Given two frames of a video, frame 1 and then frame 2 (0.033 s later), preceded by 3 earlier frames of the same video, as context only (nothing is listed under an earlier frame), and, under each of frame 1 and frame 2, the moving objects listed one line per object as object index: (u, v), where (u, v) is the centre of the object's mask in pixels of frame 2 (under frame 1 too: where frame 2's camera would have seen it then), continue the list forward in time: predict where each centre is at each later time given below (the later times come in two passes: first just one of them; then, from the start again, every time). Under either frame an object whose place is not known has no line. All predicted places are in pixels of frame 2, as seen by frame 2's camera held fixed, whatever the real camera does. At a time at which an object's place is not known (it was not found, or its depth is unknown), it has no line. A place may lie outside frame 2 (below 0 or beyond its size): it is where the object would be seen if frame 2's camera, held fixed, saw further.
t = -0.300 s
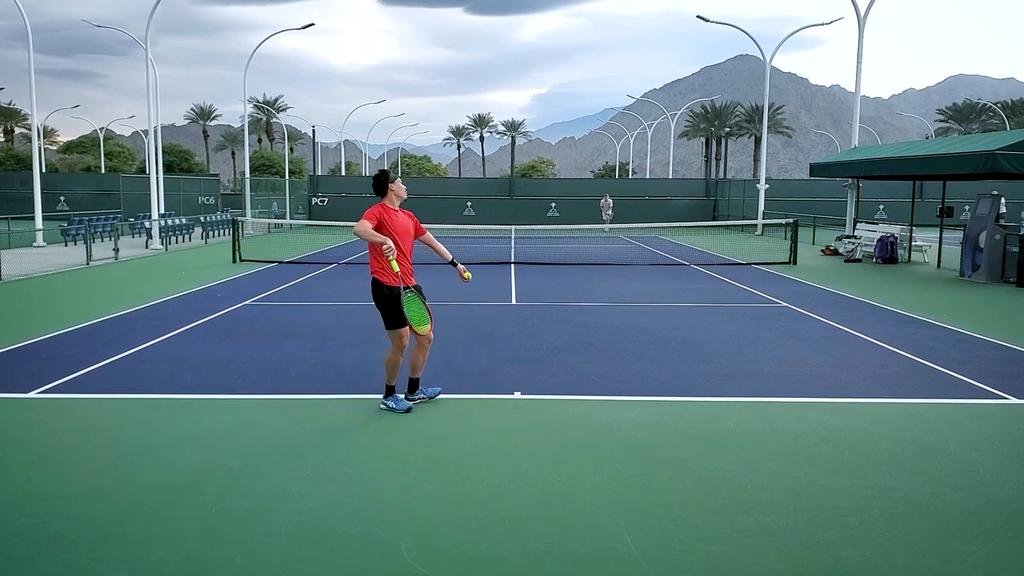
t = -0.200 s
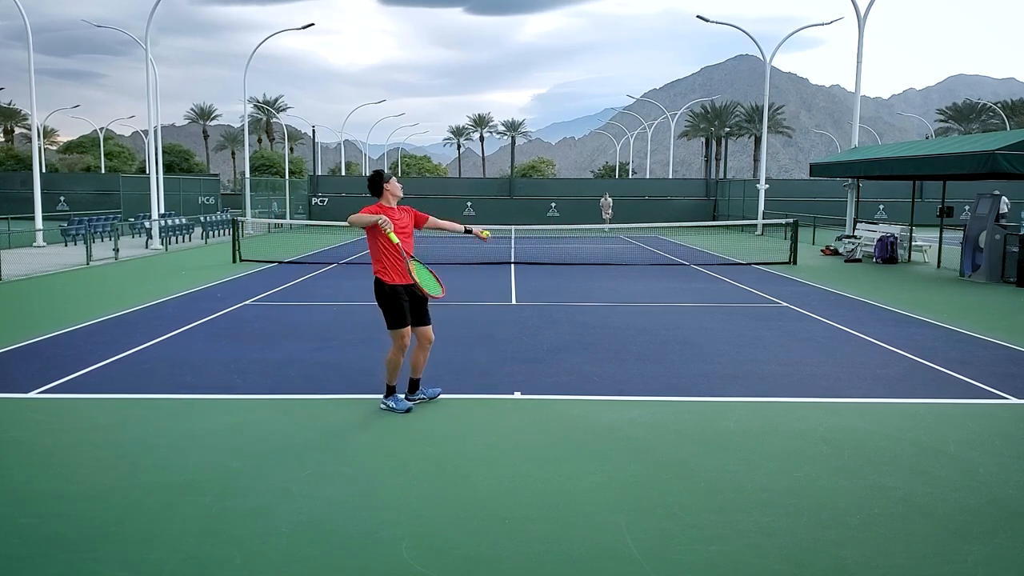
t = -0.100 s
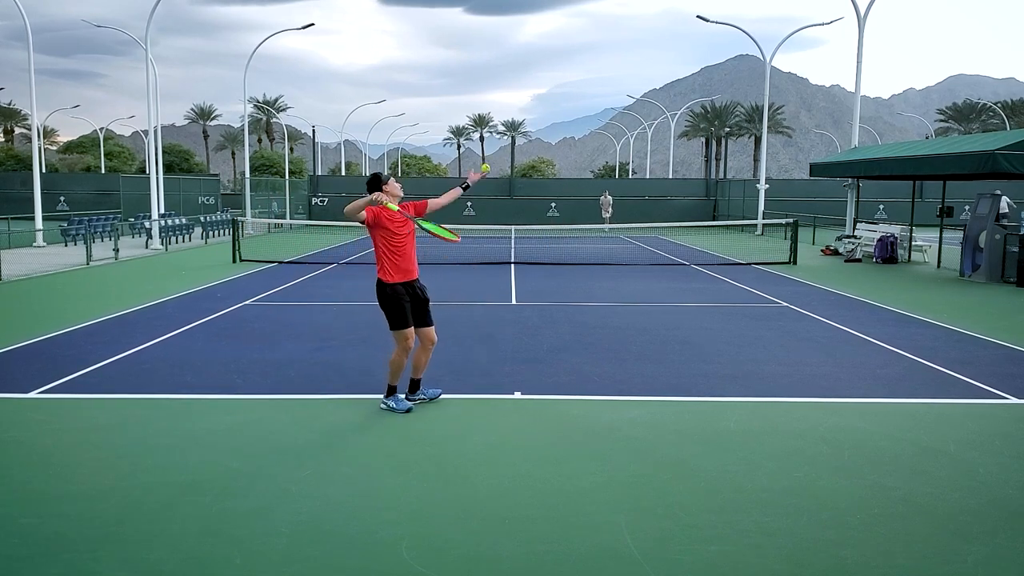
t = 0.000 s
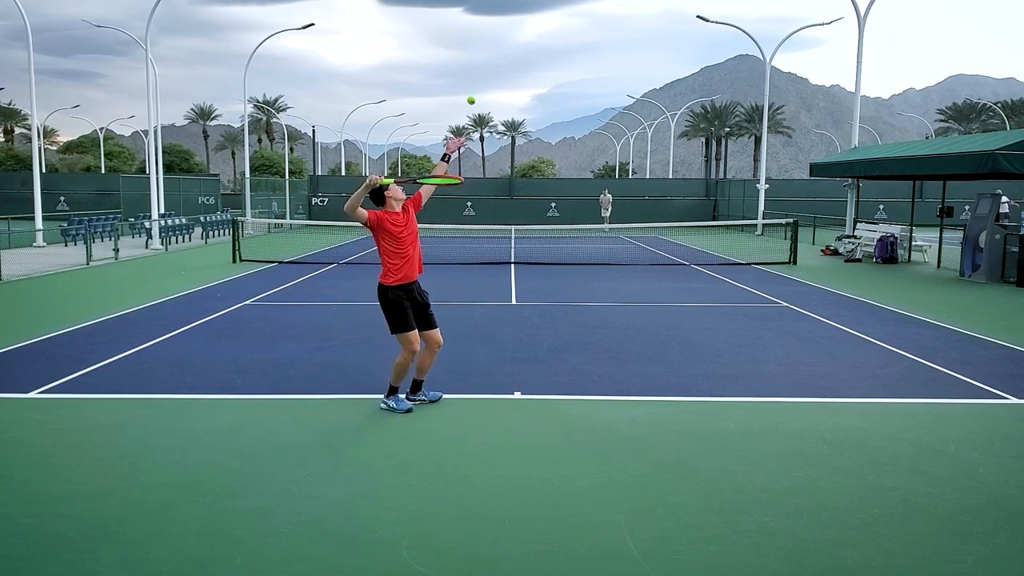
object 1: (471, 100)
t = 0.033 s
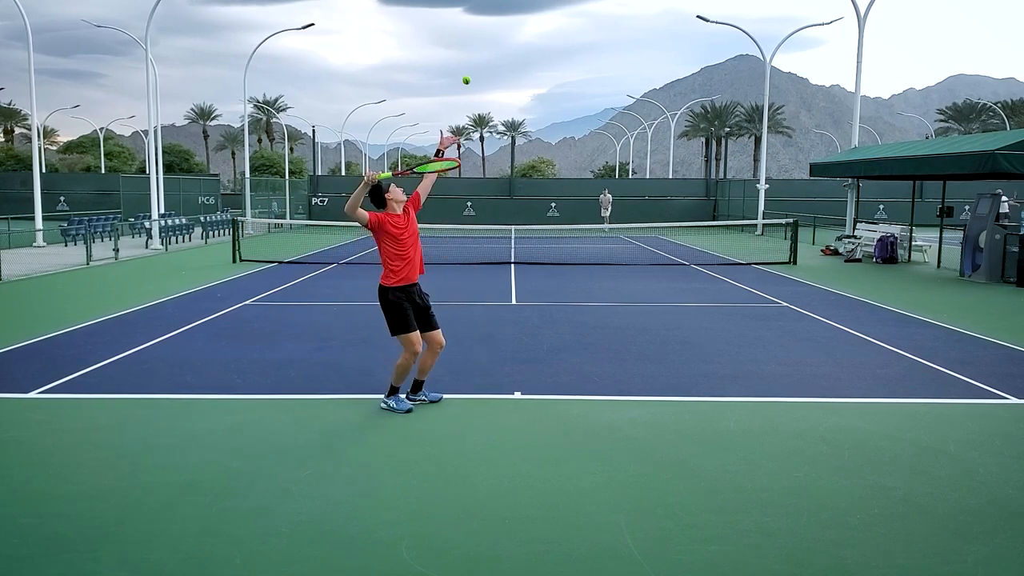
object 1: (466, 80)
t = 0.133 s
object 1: (452, 27)
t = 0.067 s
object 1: (461, 61)
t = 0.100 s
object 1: (457, 43)
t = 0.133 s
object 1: (452, 27)
